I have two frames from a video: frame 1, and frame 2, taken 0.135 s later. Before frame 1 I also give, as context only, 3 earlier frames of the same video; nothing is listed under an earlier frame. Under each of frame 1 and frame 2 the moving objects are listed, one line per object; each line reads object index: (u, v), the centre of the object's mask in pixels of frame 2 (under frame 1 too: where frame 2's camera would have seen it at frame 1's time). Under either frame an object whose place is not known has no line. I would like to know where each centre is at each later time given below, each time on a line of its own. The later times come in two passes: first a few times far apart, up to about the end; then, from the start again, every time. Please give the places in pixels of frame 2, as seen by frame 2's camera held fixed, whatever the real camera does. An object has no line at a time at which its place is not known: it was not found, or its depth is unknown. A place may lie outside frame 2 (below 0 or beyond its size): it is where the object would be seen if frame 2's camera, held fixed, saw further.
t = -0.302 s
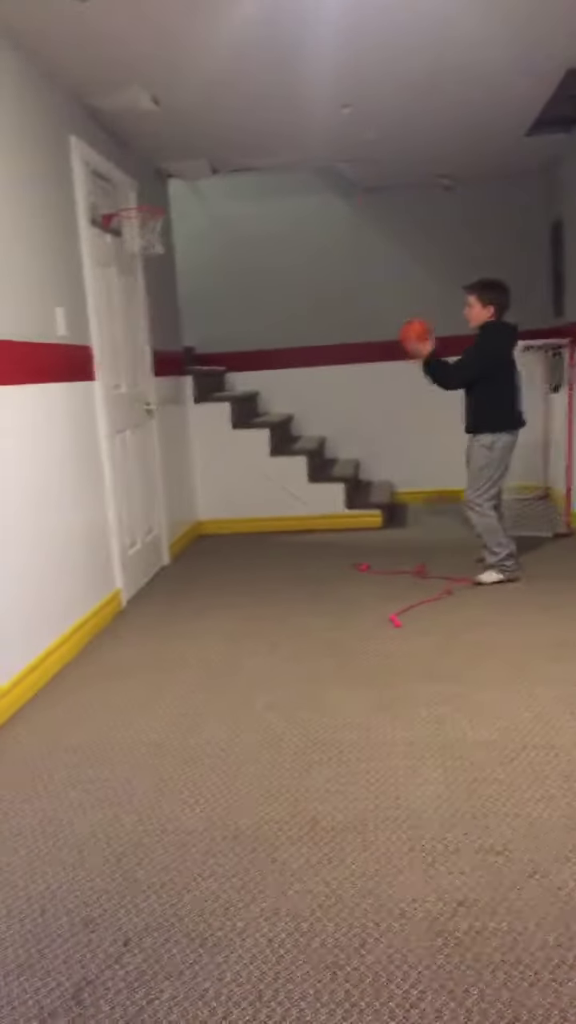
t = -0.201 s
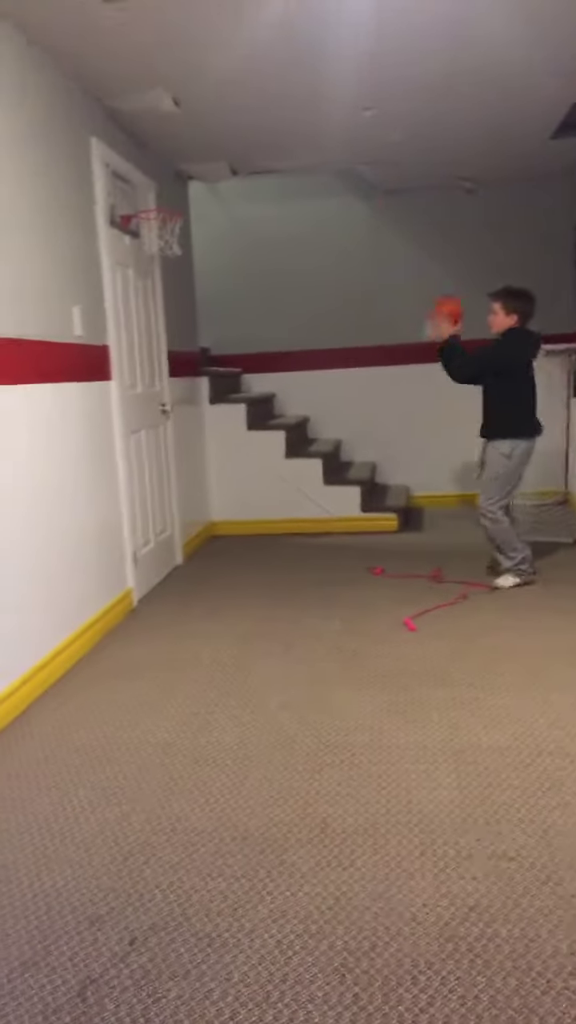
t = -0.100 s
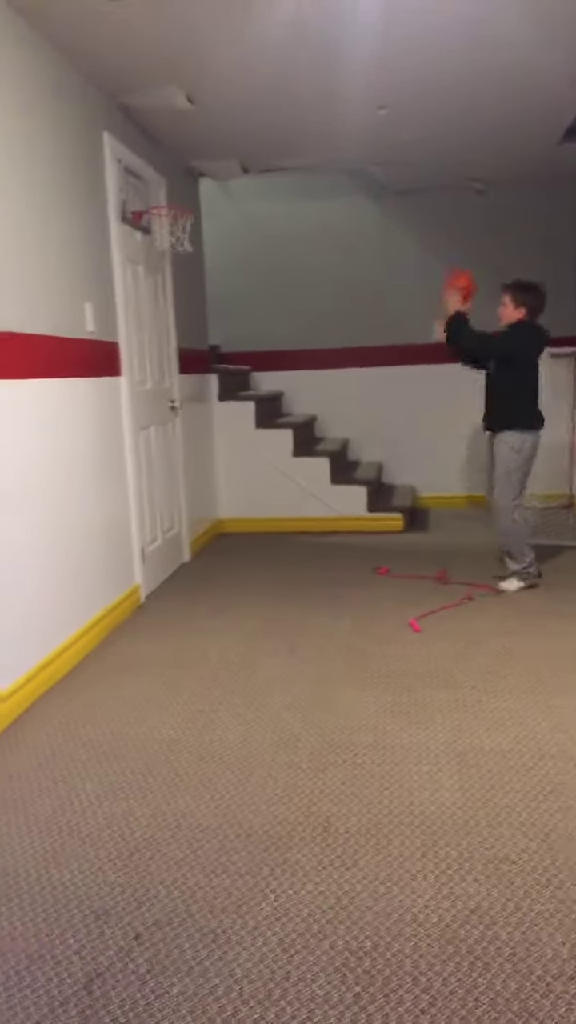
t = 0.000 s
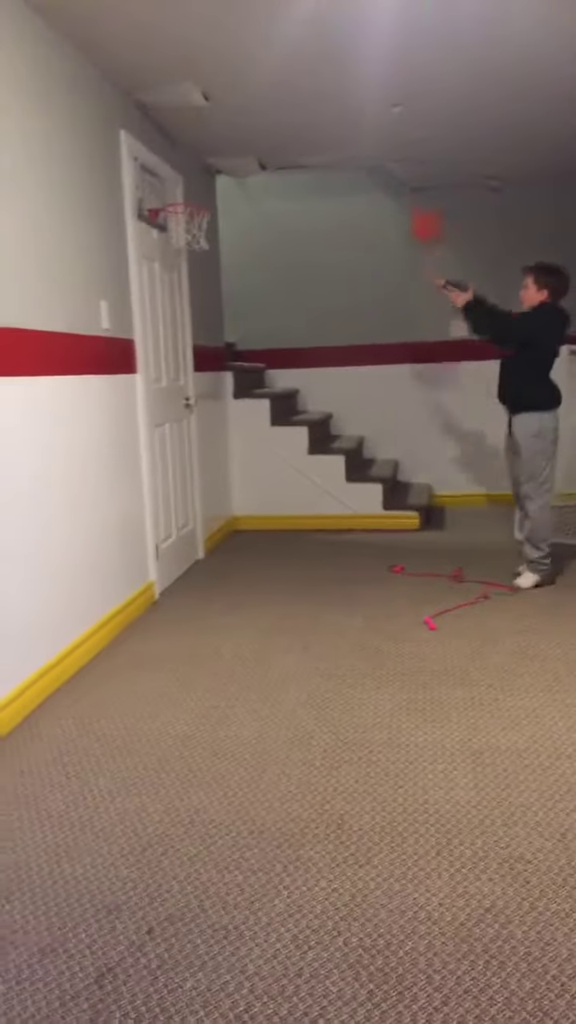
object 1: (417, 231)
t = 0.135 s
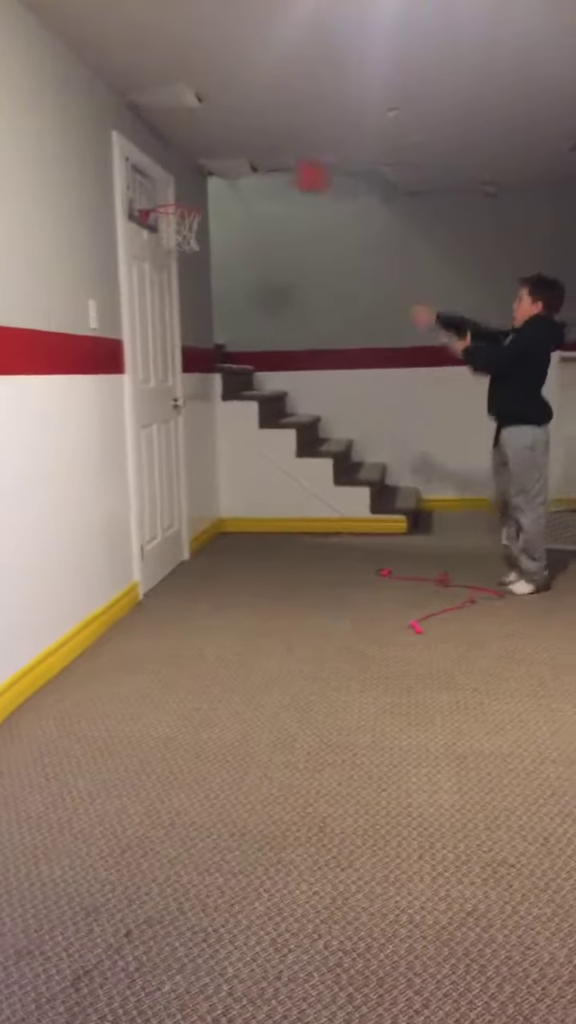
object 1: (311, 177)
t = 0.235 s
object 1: (236, 162)
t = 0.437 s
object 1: (212, 190)
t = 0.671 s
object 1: (345, 309)
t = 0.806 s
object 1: (421, 419)
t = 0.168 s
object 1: (284, 168)
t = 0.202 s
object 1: (260, 164)
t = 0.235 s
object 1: (236, 162)
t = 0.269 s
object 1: (213, 160)
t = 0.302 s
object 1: (190, 164)
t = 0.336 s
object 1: (160, 170)
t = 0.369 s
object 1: (167, 174)
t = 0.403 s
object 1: (188, 182)
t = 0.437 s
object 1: (212, 190)
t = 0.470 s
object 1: (230, 202)
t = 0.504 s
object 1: (249, 215)
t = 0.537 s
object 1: (268, 229)
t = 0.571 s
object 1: (289, 246)
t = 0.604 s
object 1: (308, 264)
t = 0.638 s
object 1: (327, 286)
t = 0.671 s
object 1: (345, 309)
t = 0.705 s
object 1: (363, 331)
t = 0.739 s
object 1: (384, 360)
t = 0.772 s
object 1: (402, 388)
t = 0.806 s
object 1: (421, 419)
